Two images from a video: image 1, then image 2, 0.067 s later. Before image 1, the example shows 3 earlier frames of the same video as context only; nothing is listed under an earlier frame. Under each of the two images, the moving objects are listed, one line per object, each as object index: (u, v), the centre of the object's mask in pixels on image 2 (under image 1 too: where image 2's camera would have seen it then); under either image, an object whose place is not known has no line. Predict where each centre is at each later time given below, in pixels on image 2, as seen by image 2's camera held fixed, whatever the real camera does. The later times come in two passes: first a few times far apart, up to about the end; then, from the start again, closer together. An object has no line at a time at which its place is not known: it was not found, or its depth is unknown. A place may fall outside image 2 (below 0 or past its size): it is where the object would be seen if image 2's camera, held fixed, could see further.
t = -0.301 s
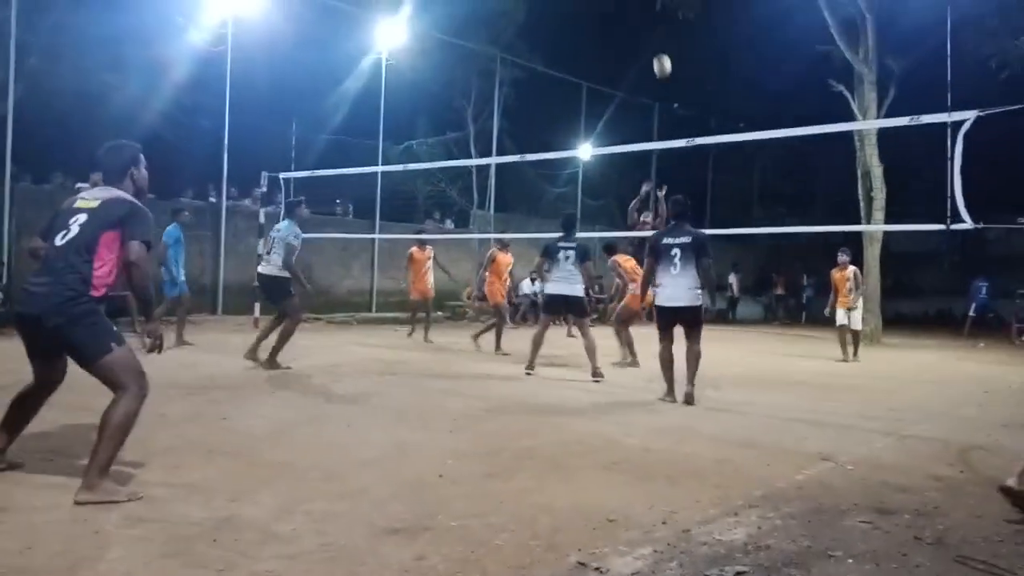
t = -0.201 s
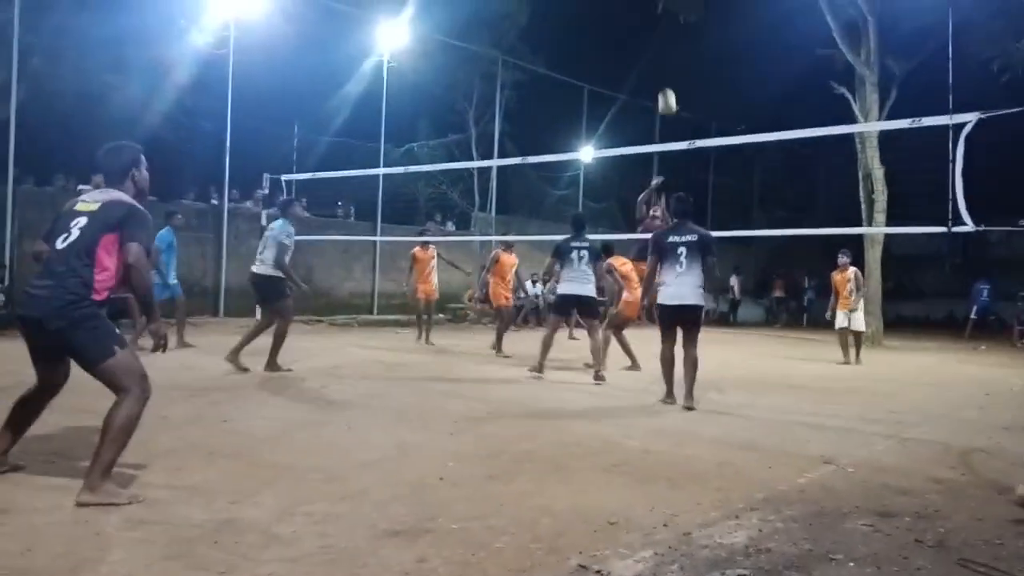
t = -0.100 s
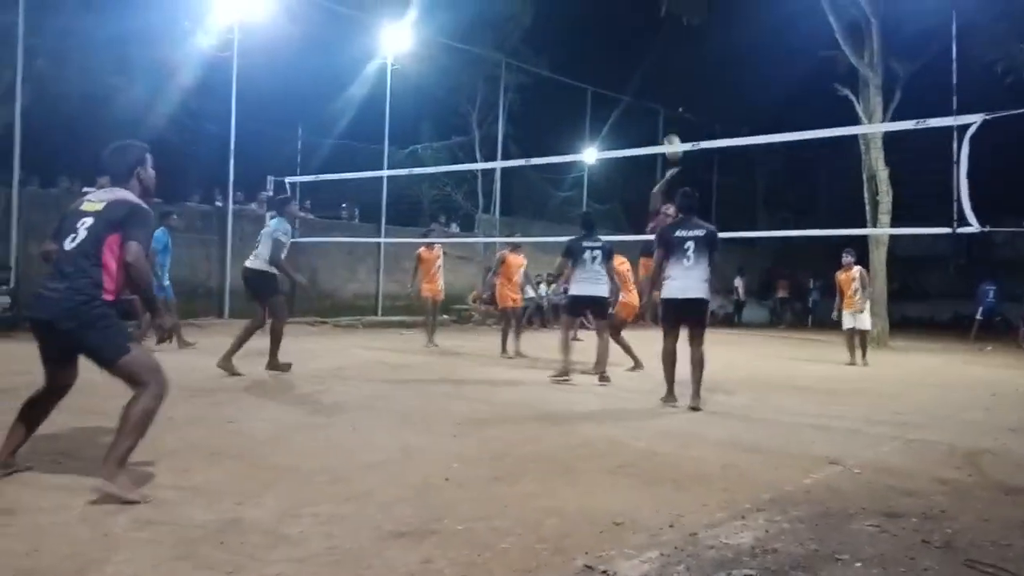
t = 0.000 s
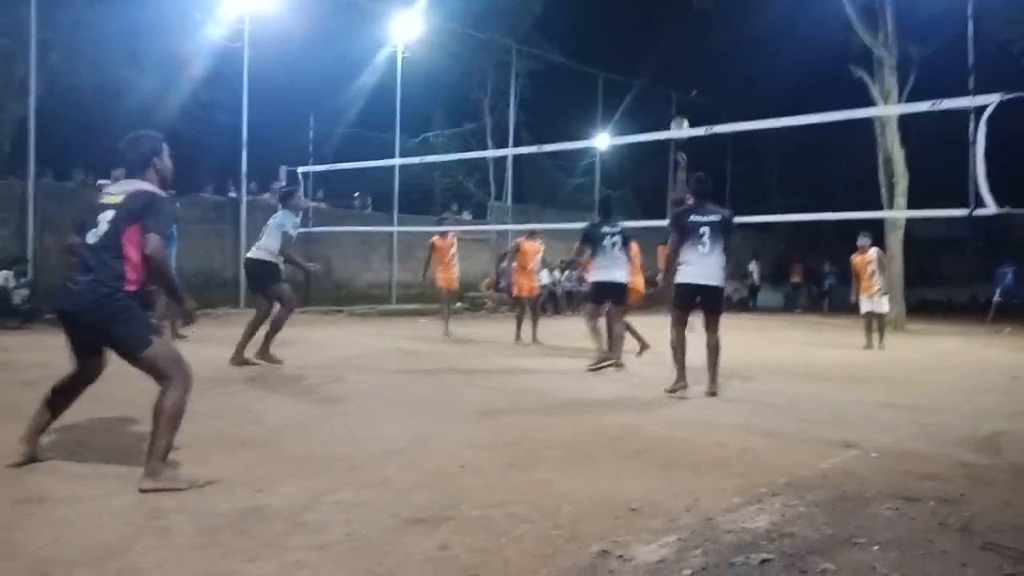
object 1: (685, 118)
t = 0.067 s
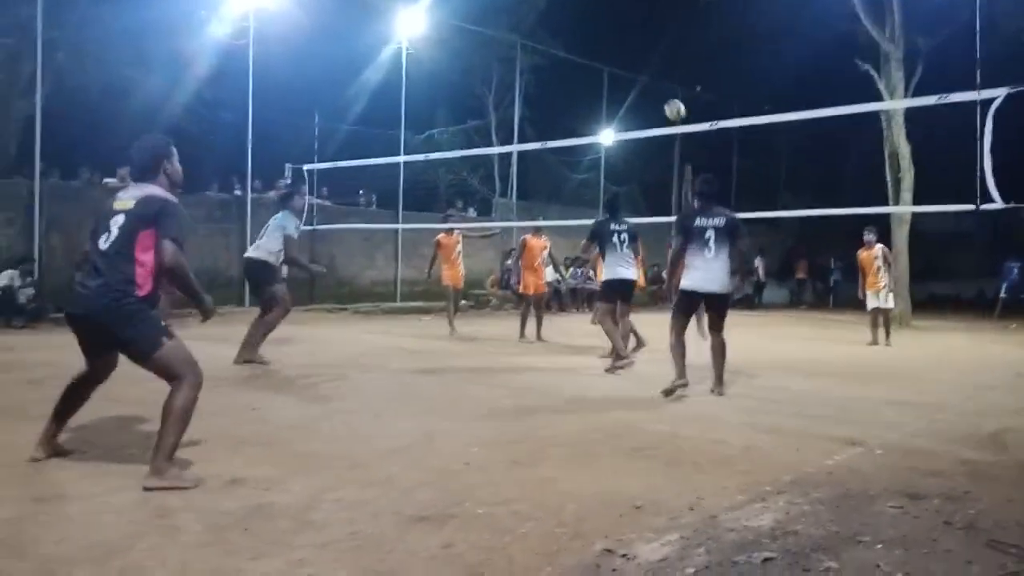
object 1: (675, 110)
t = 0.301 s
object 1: (631, 84)
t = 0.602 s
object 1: (553, 130)
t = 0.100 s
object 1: (669, 104)
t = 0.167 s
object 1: (658, 94)
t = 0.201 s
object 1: (652, 88)
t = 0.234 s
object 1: (646, 86)
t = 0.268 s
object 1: (639, 85)
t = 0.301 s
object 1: (631, 84)
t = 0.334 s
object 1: (624, 83)
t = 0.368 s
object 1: (617, 84)
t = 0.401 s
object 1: (609, 87)
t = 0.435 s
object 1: (602, 90)
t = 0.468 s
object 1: (593, 95)
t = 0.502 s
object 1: (584, 102)
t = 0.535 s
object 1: (575, 110)
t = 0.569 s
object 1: (564, 120)
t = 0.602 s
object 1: (553, 130)
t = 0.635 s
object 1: (541, 145)
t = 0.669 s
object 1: (530, 161)
